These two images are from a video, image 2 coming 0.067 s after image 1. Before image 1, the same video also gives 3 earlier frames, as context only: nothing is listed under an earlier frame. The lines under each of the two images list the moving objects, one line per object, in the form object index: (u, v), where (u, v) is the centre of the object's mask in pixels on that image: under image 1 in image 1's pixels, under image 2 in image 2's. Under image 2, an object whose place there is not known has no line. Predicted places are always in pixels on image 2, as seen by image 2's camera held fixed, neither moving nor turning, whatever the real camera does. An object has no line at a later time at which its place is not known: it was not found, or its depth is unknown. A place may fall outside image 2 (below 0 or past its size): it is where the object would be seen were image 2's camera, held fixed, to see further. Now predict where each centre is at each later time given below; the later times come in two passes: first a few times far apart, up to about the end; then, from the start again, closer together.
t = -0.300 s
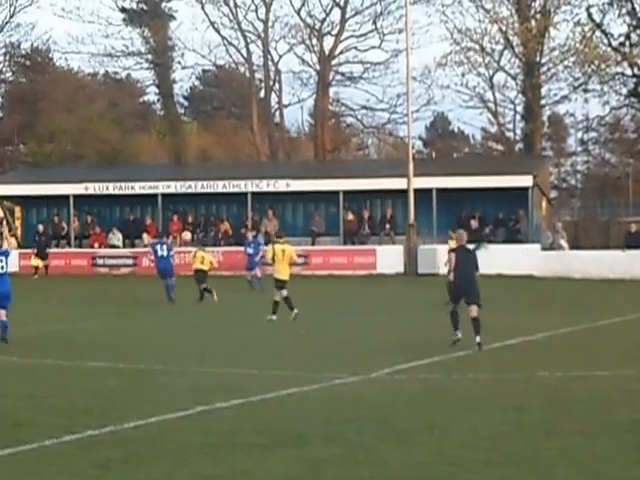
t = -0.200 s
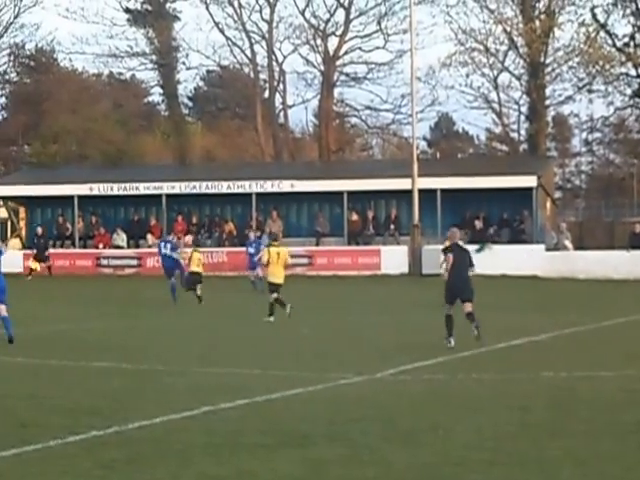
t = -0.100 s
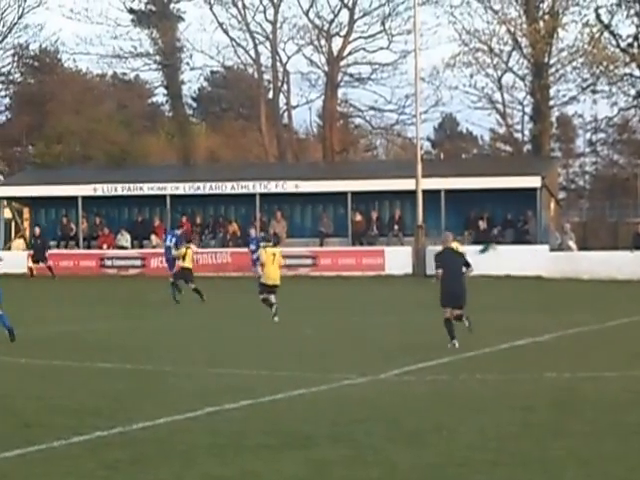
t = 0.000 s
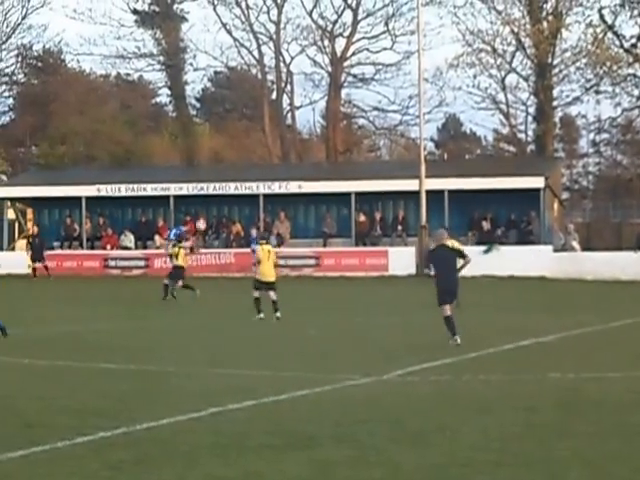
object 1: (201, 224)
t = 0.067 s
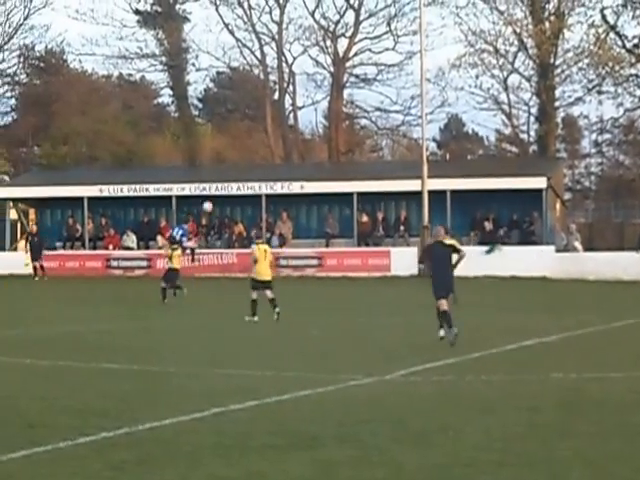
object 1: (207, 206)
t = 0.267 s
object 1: (220, 163)
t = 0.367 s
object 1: (226, 149)
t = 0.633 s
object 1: (245, 132)
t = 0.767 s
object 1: (254, 133)
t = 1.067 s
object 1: (275, 159)
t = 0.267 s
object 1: (220, 163)
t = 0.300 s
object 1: (222, 158)
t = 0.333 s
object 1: (224, 153)
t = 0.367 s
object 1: (226, 149)
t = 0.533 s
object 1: (238, 135)
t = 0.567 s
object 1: (240, 133)
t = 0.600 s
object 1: (243, 132)
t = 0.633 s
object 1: (245, 132)
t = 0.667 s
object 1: (247, 131)
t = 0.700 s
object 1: (250, 131)
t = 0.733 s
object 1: (252, 132)
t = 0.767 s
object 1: (254, 133)
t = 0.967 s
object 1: (268, 147)
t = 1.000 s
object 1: (270, 150)
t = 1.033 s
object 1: (273, 154)
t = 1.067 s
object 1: (275, 159)
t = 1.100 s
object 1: (277, 163)
